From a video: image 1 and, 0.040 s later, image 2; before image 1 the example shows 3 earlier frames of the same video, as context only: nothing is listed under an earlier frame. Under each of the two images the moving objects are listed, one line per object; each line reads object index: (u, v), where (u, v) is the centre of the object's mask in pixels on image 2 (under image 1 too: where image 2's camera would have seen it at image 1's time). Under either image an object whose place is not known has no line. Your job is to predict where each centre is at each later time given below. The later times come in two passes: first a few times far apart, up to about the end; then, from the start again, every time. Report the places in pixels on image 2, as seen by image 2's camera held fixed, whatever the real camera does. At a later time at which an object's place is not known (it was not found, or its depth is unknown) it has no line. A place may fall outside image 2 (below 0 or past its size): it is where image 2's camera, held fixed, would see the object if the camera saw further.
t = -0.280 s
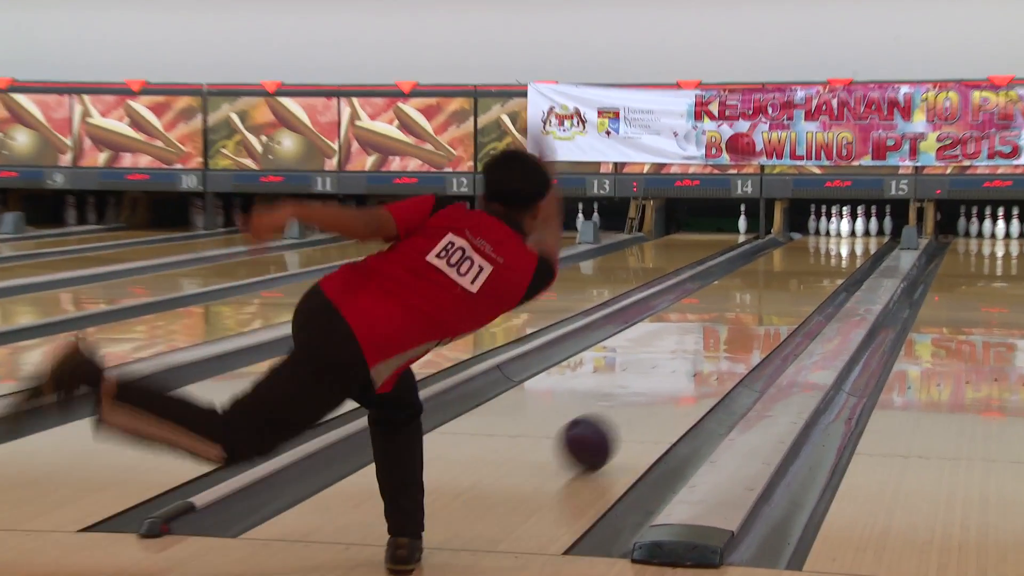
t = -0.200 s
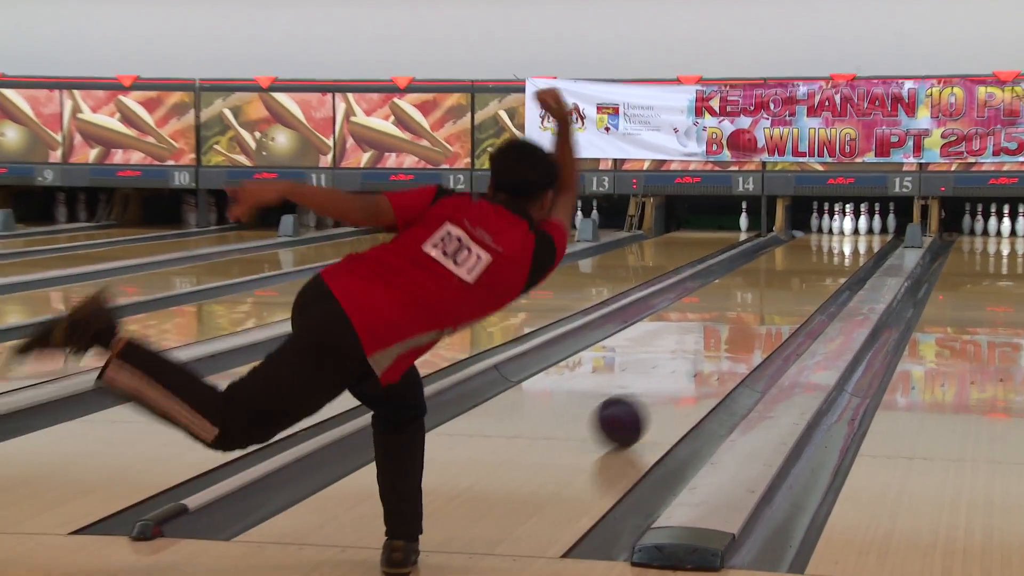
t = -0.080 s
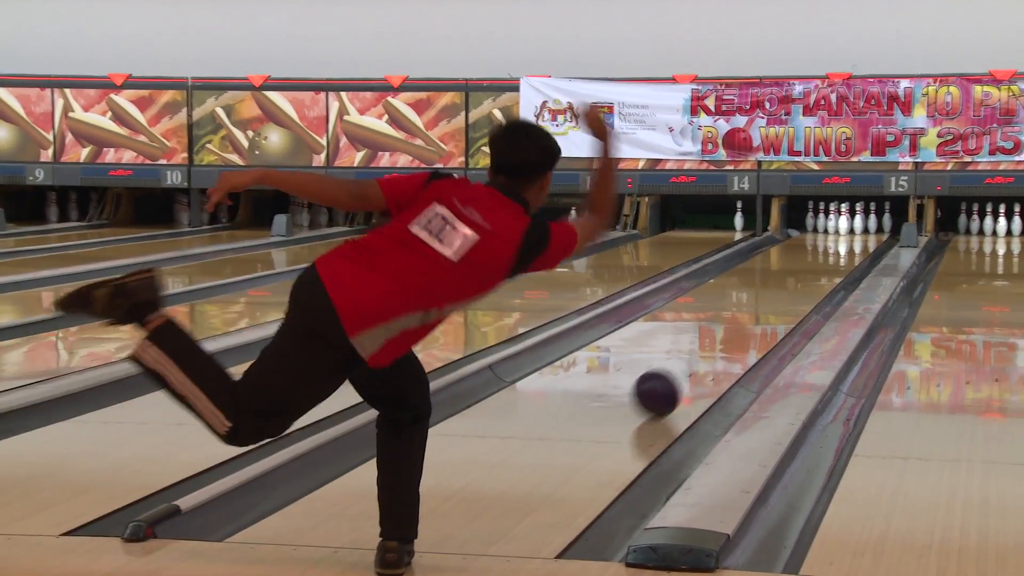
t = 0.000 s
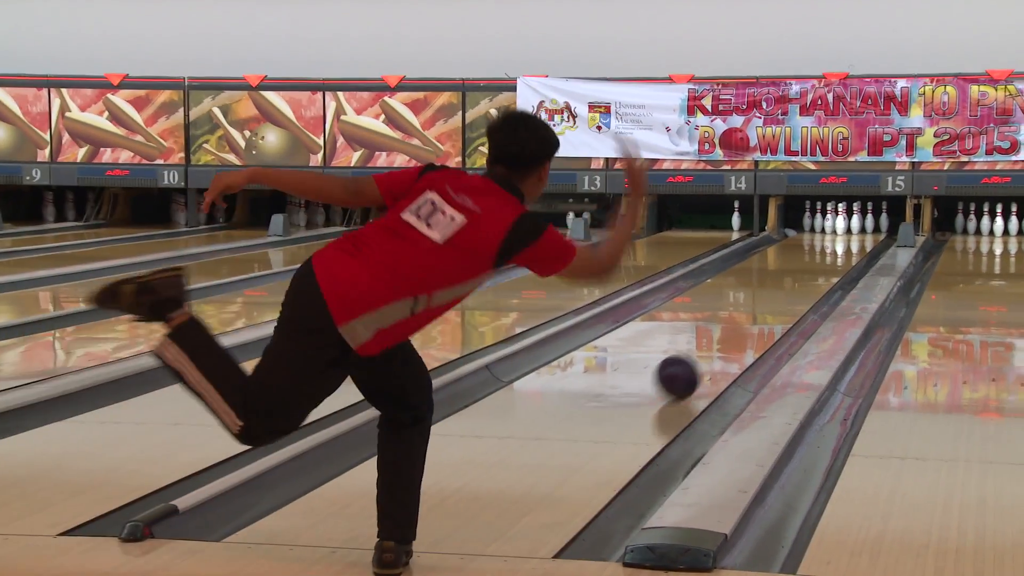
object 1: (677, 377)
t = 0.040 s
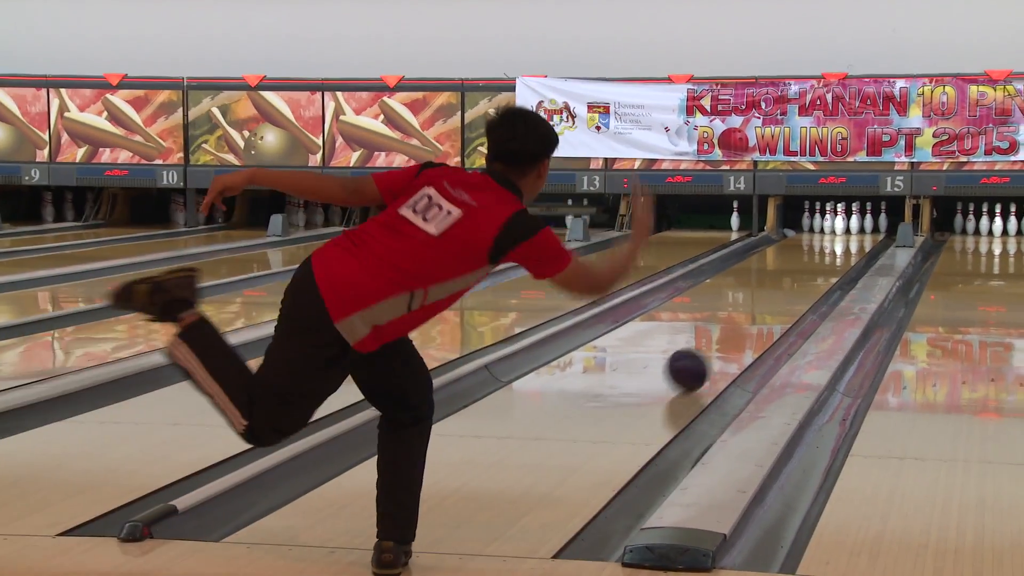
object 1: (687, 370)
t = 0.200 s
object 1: (725, 344)
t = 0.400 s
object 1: (759, 320)
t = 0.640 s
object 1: (790, 297)
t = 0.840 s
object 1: (810, 281)
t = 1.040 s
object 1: (825, 271)
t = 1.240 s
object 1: (836, 262)
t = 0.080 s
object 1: (697, 363)
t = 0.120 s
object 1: (707, 357)
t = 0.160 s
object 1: (716, 350)
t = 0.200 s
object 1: (725, 344)
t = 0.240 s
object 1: (732, 339)
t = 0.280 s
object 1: (739, 334)
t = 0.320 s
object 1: (747, 329)
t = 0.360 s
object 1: (753, 324)
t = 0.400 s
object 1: (759, 320)
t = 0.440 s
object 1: (765, 316)
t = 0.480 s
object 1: (770, 311)
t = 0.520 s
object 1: (776, 307)
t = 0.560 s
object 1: (781, 304)
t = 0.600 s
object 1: (786, 300)
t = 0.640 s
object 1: (790, 297)
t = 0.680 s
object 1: (795, 293)
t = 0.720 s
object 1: (798, 290)
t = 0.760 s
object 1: (803, 286)
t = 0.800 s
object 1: (806, 284)
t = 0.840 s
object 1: (810, 281)
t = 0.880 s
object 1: (813, 278)
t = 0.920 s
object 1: (816, 276)
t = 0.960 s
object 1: (819, 274)
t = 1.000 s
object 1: (822, 272)
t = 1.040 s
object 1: (825, 271)
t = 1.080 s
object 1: (827, 269)
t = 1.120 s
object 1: (830, 267)
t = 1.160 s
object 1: (832, 265)
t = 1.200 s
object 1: (834, 264)
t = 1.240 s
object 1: (836, 262)
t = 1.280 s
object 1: (837, 261)
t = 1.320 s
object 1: (839, 260)
